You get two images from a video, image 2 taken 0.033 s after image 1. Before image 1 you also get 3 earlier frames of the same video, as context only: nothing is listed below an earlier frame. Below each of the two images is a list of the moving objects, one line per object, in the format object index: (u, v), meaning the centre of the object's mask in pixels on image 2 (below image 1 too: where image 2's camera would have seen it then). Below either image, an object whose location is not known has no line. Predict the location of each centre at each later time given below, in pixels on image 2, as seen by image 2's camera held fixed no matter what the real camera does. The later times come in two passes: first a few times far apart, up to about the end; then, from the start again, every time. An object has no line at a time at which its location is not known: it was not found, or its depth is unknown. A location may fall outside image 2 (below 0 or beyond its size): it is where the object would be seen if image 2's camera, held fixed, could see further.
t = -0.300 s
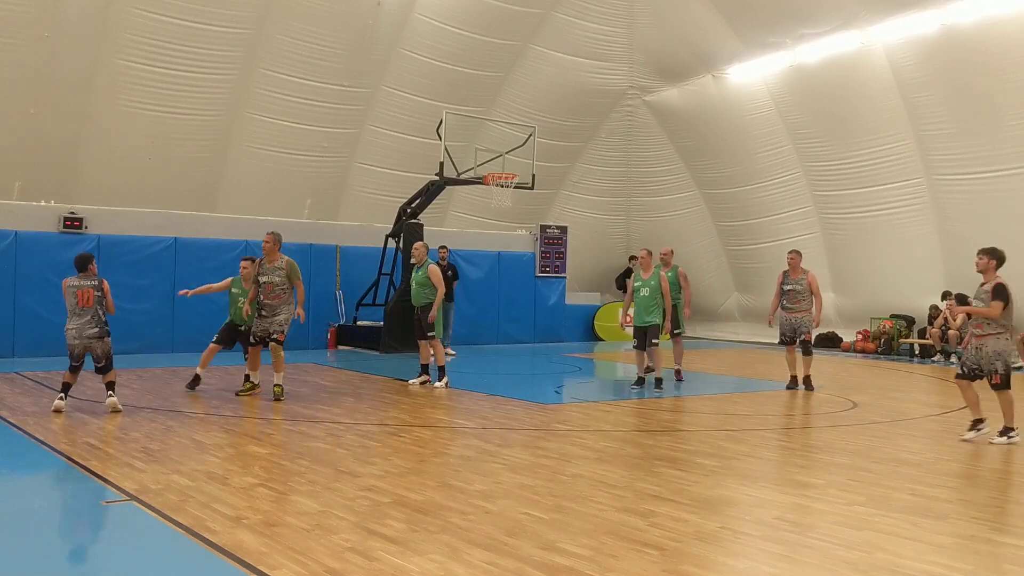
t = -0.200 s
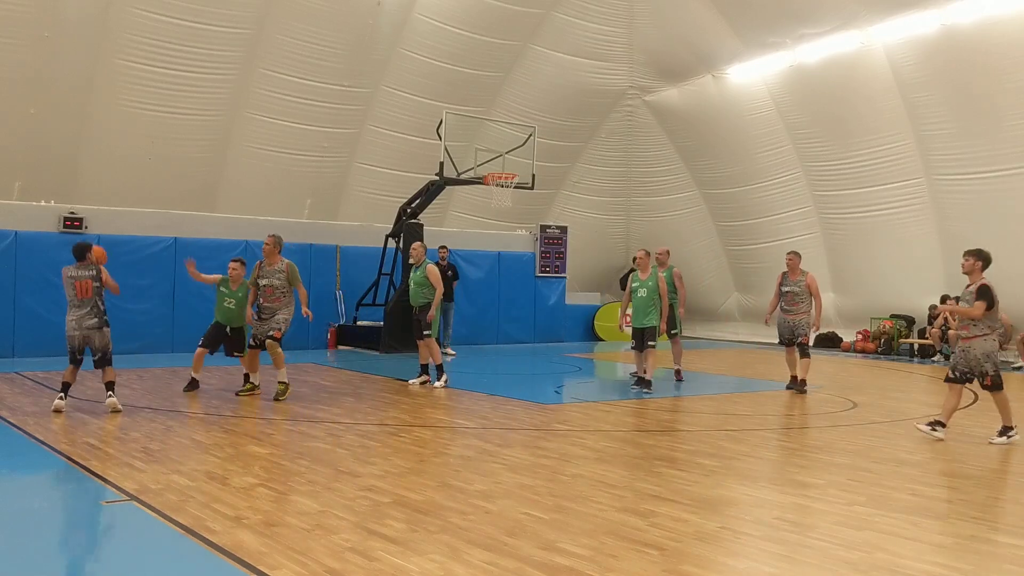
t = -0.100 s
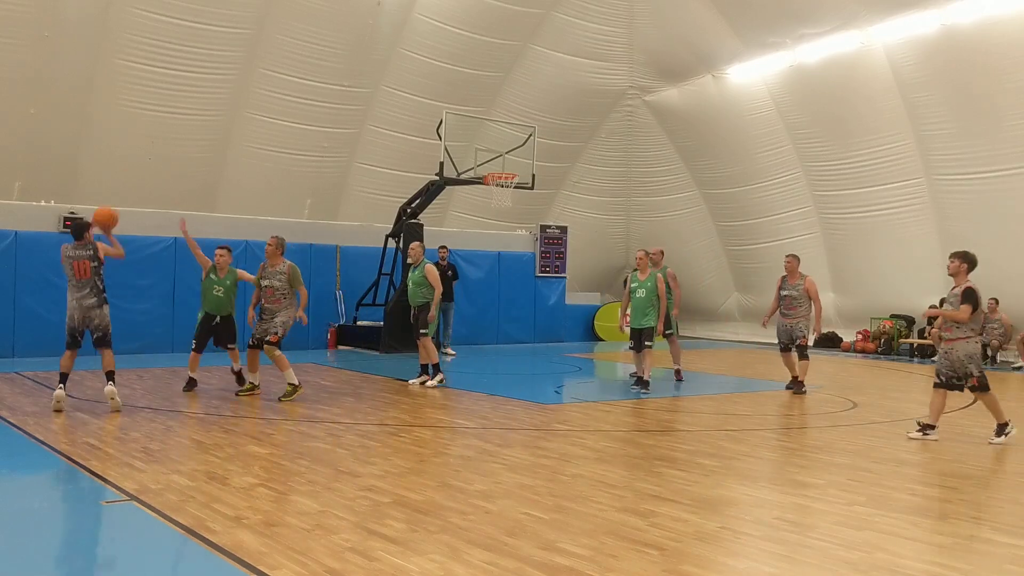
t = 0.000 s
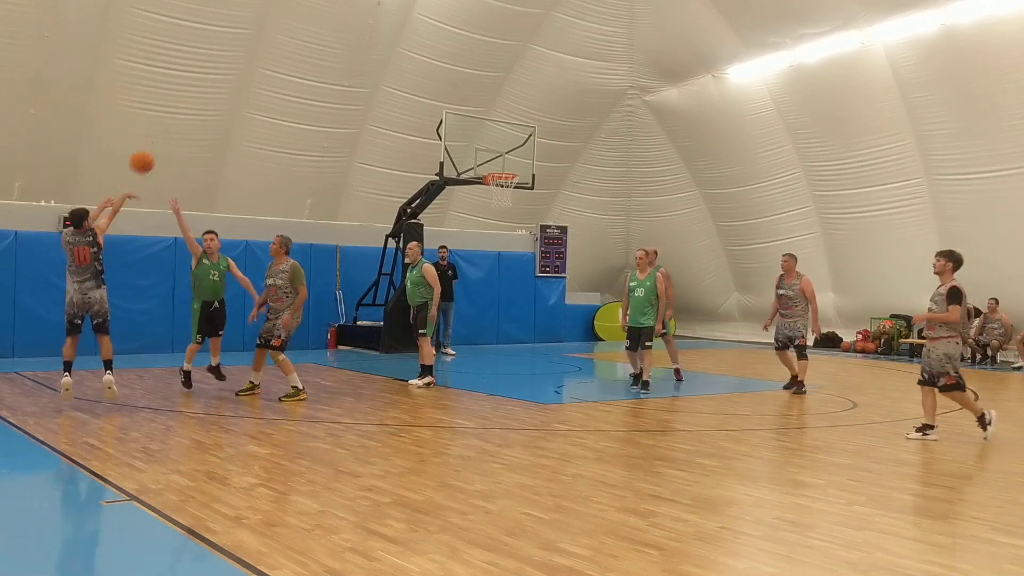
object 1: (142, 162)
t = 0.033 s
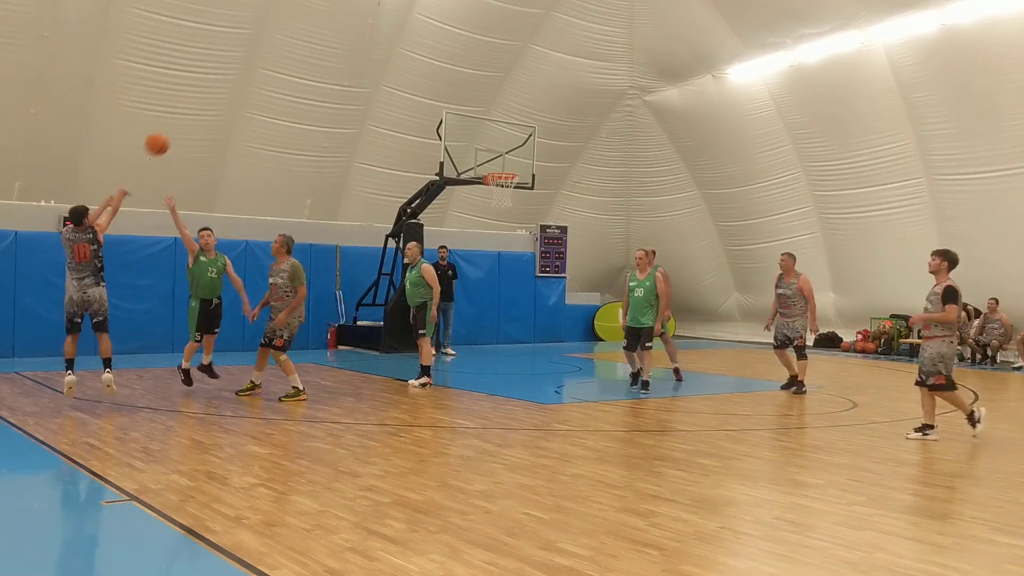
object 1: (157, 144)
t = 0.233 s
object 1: (238, 65)
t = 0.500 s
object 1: (328, 23)
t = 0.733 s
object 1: (393, 32)
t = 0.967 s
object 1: (448, 77)
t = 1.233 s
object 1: (502, 163)
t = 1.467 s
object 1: (497, 150)
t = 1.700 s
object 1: (493, 140)
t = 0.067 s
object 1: (172, 128)
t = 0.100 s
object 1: (186, 113)
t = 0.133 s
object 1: (199, 99)
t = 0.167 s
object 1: (213, 87)
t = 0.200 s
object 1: (226, 76)
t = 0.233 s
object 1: (238, 65)
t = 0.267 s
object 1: (250, 57)
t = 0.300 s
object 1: (262, 49)
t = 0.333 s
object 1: (274, 42)
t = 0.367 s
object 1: (286, 36)
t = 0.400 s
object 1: (297, 31)
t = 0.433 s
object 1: (307, 28)
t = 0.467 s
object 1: (318, 25)
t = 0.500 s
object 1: (328, 23)
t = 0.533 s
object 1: (338, 21)
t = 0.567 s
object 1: (348, 21)
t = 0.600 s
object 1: (357, 22)
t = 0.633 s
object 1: (367, 23)
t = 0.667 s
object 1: (376, 25)
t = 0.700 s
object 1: (384, 28)
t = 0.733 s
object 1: (393, 32)
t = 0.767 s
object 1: (402, 36)
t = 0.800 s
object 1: (410, 42)
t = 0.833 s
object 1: (418, 47)
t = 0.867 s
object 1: (426, 54)
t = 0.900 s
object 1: (433, 61)
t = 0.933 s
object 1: (441, 69)
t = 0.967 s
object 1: (448, 77)
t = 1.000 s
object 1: (455, 86)
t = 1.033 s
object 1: (462, 96)
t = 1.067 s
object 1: (469, 106)
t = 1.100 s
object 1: (476, 116)
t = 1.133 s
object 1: (482, 127)
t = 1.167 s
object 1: (489, 139)
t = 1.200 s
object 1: (495, 151)
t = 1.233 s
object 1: (502, 163)
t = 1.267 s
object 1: (506, 167)
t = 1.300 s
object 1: (509, 168)
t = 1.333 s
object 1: (509, 168)
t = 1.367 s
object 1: (506, 163)
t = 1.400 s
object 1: (503, 158)
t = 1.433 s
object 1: (500, 154)
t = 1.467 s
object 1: (497, 150)
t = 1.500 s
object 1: (494, 146)
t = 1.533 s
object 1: (494, 143)
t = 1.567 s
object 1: (494, 141)
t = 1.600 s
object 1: (493, 140)
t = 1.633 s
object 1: (493, 140)
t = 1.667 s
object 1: (493, 139)
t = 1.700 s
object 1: (493, 140)
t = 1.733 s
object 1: (493, 141)
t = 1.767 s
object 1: (492, 143)
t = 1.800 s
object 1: (492, 146)
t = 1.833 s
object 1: (491, 149)
